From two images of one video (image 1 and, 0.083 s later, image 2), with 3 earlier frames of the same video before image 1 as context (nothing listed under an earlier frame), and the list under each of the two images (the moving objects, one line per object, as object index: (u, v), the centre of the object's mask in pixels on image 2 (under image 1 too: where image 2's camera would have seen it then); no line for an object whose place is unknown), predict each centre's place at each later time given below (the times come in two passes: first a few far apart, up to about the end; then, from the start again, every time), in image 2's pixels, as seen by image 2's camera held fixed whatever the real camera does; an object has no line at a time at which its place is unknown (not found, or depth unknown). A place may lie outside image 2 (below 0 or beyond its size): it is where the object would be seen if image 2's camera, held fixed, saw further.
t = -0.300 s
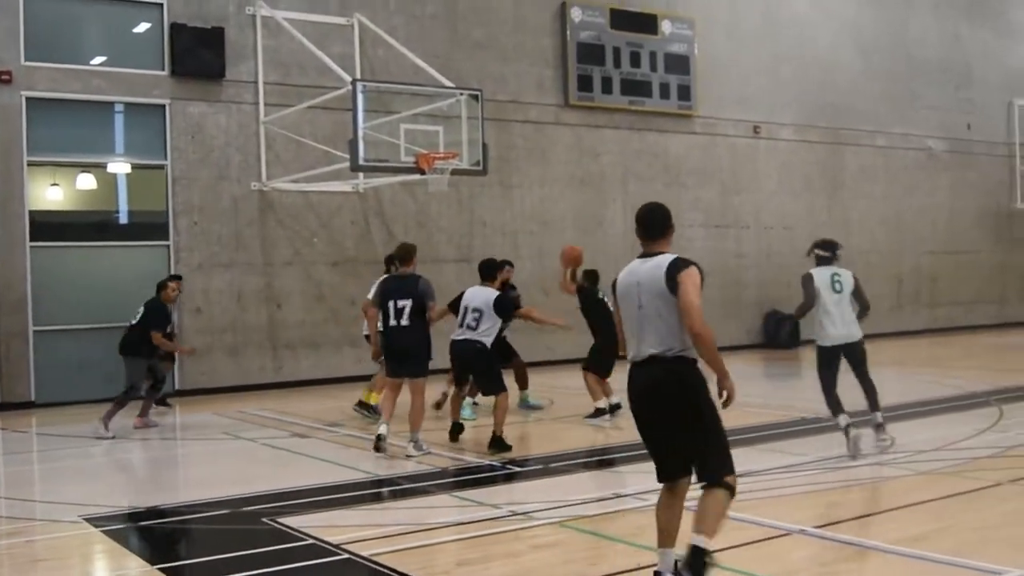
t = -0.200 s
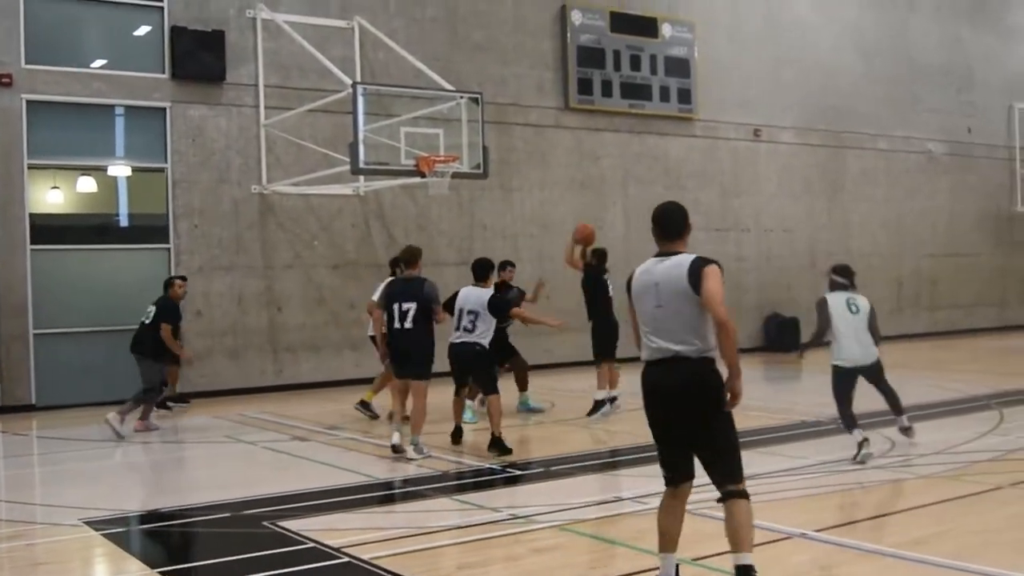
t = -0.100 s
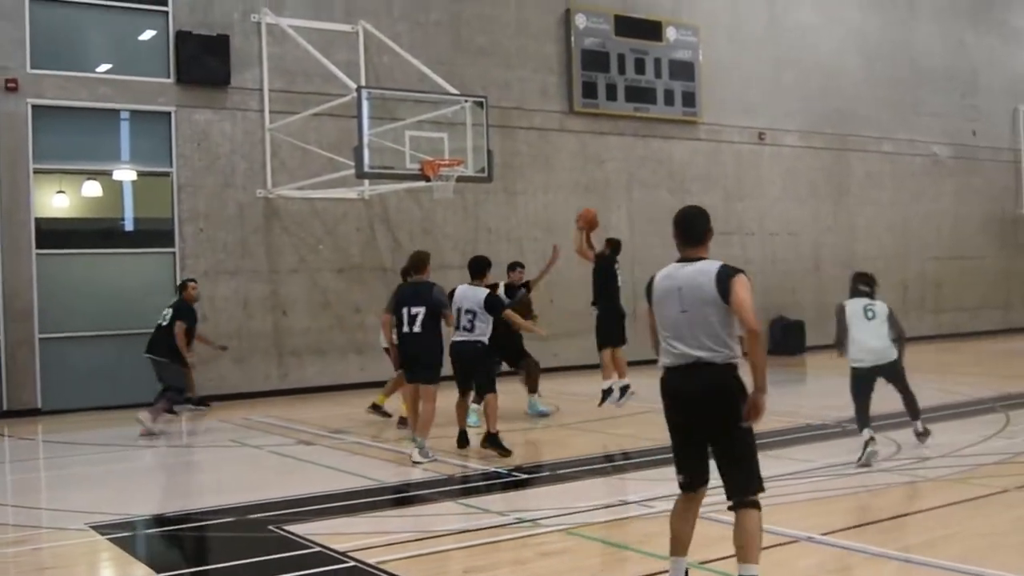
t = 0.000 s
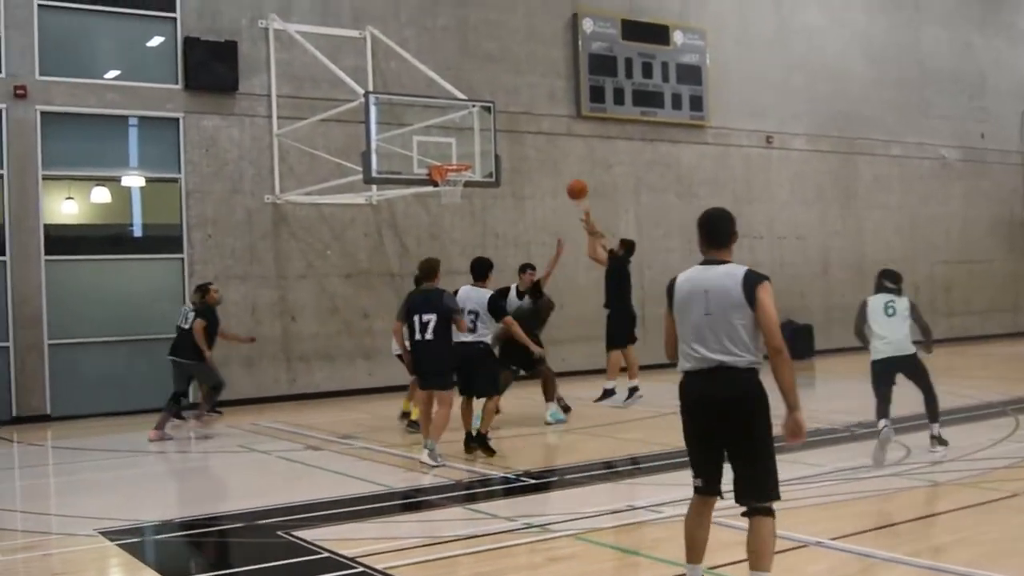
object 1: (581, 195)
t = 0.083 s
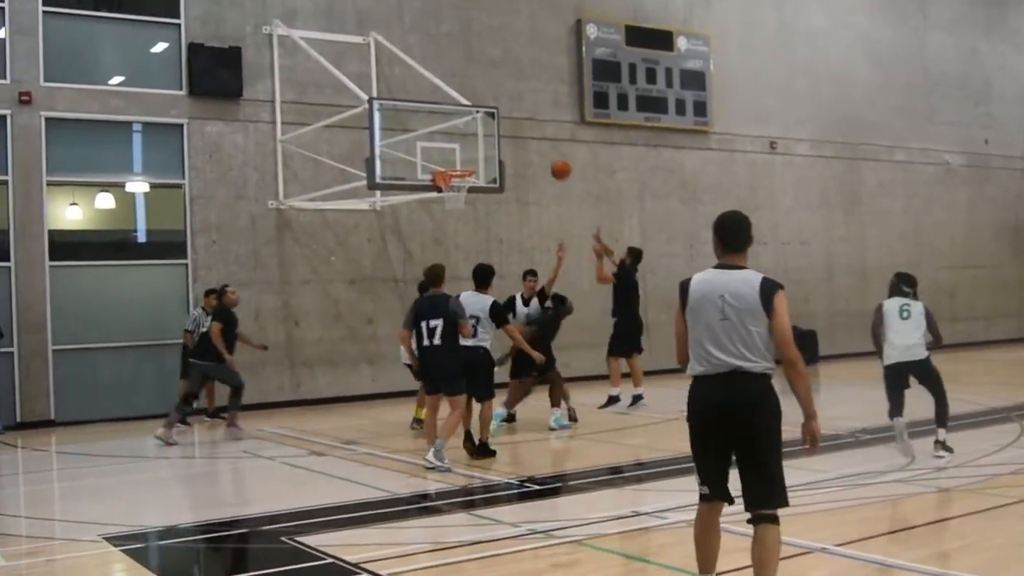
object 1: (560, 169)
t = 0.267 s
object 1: (521, 137)
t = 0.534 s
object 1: (470, 140)
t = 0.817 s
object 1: (463, 175)
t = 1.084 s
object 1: (442, 193)
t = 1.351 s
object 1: (454, 226)
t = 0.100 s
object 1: (557, 165)
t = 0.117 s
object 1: (553, 161)
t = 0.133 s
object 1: (550, 158)
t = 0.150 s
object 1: (546, 154)
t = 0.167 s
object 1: (543, 151)
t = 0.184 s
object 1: (539, 148)
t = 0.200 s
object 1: (535, 145)
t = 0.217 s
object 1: (531, 142)
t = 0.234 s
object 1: (528, 140)
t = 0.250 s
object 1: (525, 138)
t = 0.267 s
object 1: (521, 137)
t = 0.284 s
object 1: (518, 135)
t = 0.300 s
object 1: (514, 134)
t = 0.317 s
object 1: (511, 133)
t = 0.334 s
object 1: (509, 132)
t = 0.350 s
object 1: (505, 132)
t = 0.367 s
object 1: (502, 131)
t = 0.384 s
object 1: (498, 131)
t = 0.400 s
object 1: (495, 131)
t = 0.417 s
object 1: (491, 131)
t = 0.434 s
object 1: (488, 132)
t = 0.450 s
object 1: (485, 133)
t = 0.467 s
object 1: (482, 133)
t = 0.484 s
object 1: (479, 135)
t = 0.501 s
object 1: (476, 135)
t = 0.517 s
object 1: (473, 137)
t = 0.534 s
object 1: (470, 140)
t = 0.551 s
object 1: (468, 142)
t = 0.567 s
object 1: (464, 144)
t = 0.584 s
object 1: (461, 146)
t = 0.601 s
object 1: (458, 149)
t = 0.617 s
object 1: (455, 152)
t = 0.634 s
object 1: (452, 155)
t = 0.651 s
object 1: (450, 157)
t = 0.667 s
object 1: (451, 160)
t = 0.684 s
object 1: (453, 162)
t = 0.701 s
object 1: (455, 163)
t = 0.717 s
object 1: (456, 164)
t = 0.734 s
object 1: (458, 167)
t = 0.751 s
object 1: (460, 168)
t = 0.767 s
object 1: (460, 170)
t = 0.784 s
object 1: (461, 171)
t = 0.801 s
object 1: (463, 172)
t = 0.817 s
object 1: (463, 175)
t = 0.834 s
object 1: (462, 175)
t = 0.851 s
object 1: (461, 175)
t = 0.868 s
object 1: (458, 179)
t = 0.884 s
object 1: (456, 179)
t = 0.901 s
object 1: (452, 184)
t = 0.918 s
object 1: (448, 183)
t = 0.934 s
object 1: (448, 184)
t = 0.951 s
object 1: (447, 185)
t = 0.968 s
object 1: (446, 187)
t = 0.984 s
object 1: (446, 185)
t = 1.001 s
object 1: (446, 185)
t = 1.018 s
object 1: (446, 184)
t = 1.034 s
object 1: (443, 189)
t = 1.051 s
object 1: (443, 189)
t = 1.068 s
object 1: (443, 189)
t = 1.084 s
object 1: (442, 193)
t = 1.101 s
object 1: (442, 193)
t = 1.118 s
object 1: (443, 193)
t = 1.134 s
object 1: (444, 195)
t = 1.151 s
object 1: (444, 195)
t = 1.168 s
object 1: (445, 196)
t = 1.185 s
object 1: (445, 198)
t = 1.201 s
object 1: (446, 200)
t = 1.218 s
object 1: (447, 203)
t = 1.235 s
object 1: (448, 206)
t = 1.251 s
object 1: (449, 210)
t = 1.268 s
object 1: (450, 211)
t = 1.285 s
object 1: (451, 213)
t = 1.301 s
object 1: (451, 216)
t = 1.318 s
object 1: (452, 220)
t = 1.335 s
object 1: (453, 223)
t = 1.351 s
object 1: (454, 226)
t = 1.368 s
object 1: (455, 231)
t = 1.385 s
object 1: (456, 235)
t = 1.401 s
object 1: (456, 240)
